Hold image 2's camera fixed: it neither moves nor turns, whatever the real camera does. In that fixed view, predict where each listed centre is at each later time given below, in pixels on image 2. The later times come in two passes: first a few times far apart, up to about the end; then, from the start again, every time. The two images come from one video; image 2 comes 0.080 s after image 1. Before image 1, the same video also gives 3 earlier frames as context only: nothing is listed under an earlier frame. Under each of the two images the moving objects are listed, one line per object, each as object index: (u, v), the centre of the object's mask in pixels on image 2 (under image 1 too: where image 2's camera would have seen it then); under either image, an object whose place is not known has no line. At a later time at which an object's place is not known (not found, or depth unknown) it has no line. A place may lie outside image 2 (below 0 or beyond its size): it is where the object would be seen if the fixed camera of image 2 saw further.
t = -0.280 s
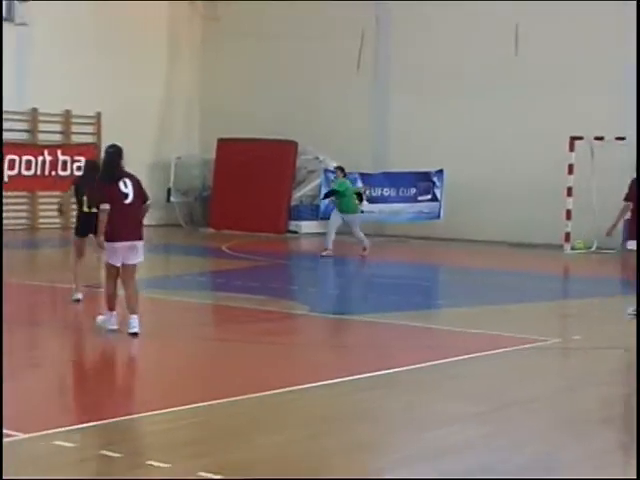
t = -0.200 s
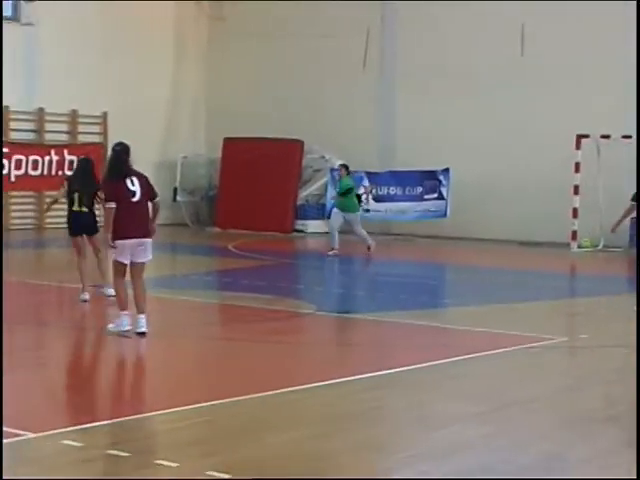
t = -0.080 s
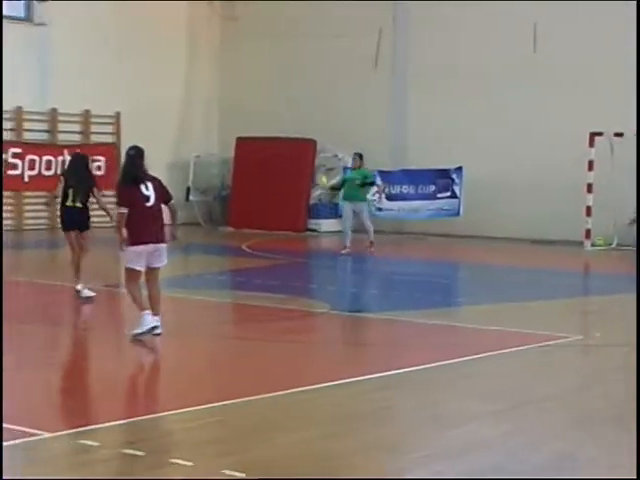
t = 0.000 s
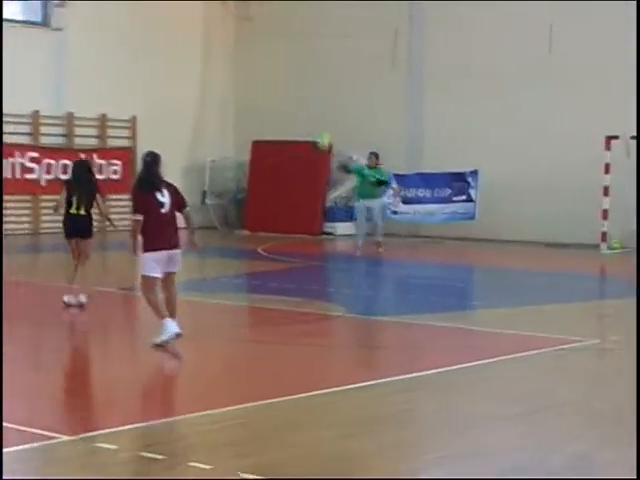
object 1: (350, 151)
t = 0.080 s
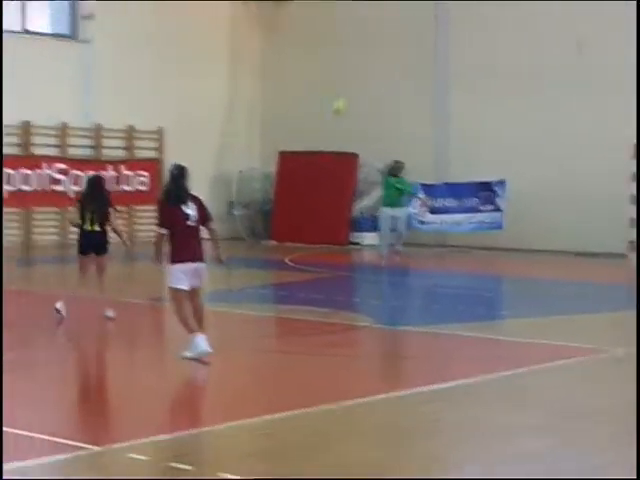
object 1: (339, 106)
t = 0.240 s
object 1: (314, 25)
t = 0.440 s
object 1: (275, -60)
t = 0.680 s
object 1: (218, -134)
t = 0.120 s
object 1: (332, 85)
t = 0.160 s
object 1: (325, 65)
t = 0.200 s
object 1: (319, 44)
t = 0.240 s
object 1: (314, 25)
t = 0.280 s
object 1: (305, 6)
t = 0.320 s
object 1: (298, -11)
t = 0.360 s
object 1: (291, -28)
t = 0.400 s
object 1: (283, -44)
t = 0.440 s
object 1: (275, -60)
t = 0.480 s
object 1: (268, -75)
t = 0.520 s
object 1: (258, -89)
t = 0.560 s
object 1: (249, -100)
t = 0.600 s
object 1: (239, -114)
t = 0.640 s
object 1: (229, -125)
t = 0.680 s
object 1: (218, -134)
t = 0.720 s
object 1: (206, -141)
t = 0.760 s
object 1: (194, -149)
